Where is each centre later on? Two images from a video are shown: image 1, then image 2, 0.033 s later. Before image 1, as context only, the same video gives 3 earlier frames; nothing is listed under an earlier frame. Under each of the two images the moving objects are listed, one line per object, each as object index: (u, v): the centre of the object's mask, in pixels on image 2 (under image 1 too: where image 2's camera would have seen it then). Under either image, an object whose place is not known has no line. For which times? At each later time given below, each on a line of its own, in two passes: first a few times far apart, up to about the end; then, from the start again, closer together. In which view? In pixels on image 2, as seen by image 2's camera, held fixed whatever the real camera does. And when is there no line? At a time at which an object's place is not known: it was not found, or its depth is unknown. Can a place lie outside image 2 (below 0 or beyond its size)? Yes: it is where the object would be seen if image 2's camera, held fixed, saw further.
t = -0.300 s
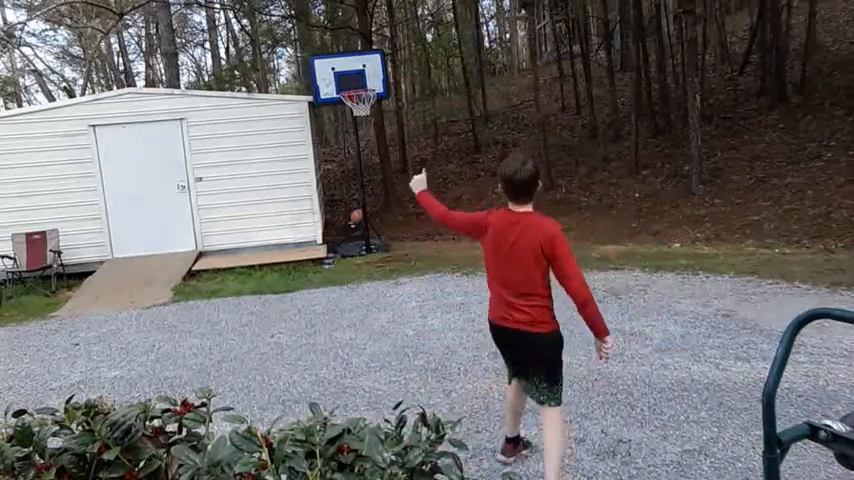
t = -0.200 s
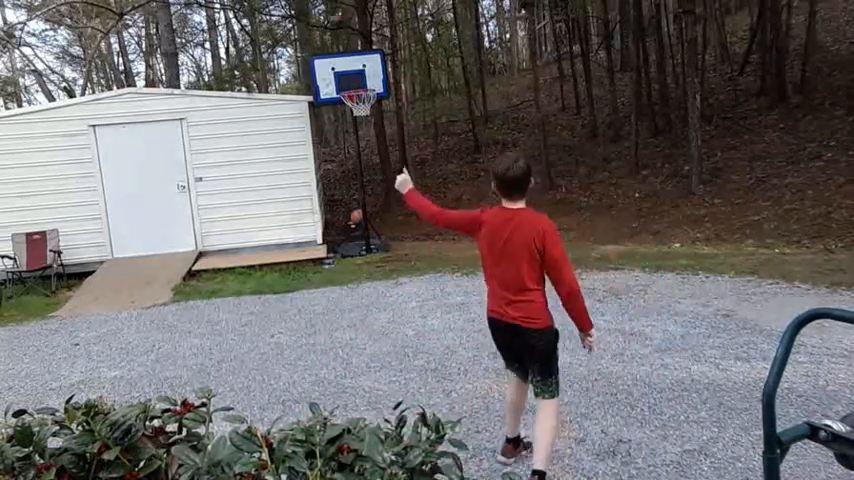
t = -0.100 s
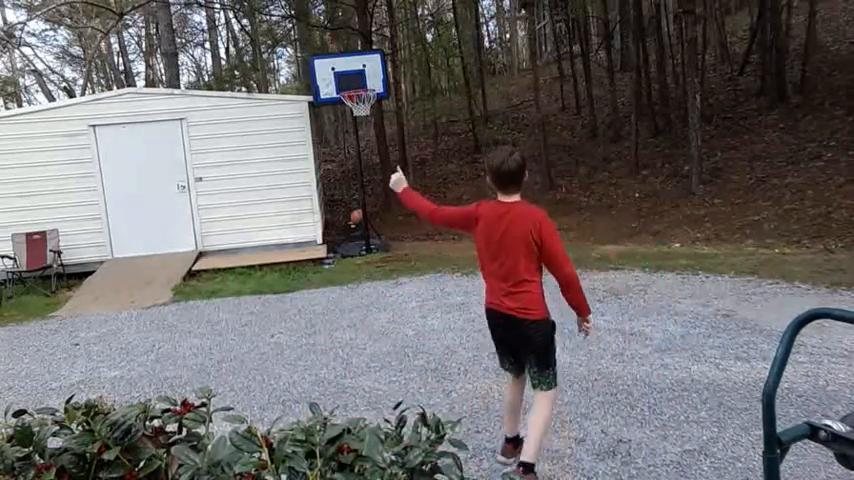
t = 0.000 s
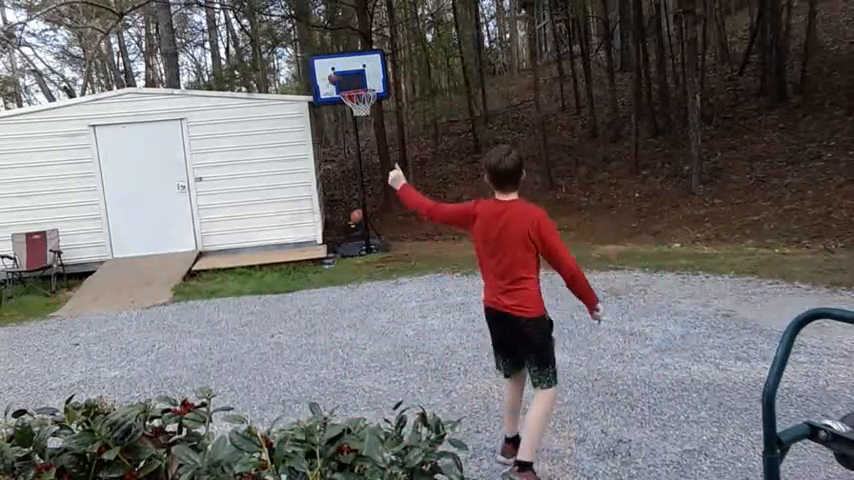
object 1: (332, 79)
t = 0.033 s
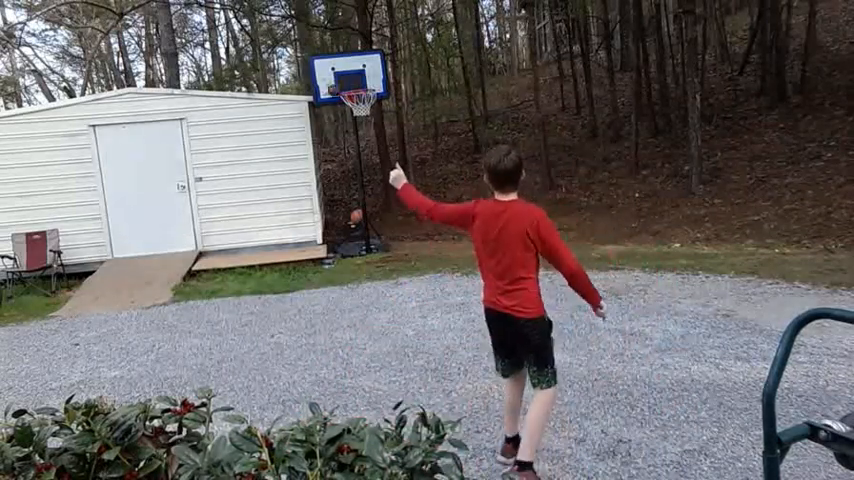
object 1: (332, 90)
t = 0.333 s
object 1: (314, 135)
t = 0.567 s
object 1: (293, 208)
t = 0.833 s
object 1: (299, 227)
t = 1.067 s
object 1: (322, 220)
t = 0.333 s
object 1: (314, 135)
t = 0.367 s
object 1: (311, 142)
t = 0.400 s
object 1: (306, 152)
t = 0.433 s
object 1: (303, 162)
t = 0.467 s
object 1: (300, 172)
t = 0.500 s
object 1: (297, 183)
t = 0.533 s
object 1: (295, 196)
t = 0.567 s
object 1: (293, 208)
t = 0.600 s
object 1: (290, 221)
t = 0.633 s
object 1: (288, 236)
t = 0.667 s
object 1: (286, 251)
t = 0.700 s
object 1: (287, 249)
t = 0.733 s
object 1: (290, 242)
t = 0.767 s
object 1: (293, 236)
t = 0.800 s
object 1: (296, 231)
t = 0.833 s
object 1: (299, 227)
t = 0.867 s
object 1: (302, 223)
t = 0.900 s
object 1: (305, 221)
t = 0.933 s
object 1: (309, 219)
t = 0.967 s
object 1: (312, 218)
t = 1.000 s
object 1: (317, 217)
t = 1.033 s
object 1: (319, 219)
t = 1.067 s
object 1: (322, 220)
